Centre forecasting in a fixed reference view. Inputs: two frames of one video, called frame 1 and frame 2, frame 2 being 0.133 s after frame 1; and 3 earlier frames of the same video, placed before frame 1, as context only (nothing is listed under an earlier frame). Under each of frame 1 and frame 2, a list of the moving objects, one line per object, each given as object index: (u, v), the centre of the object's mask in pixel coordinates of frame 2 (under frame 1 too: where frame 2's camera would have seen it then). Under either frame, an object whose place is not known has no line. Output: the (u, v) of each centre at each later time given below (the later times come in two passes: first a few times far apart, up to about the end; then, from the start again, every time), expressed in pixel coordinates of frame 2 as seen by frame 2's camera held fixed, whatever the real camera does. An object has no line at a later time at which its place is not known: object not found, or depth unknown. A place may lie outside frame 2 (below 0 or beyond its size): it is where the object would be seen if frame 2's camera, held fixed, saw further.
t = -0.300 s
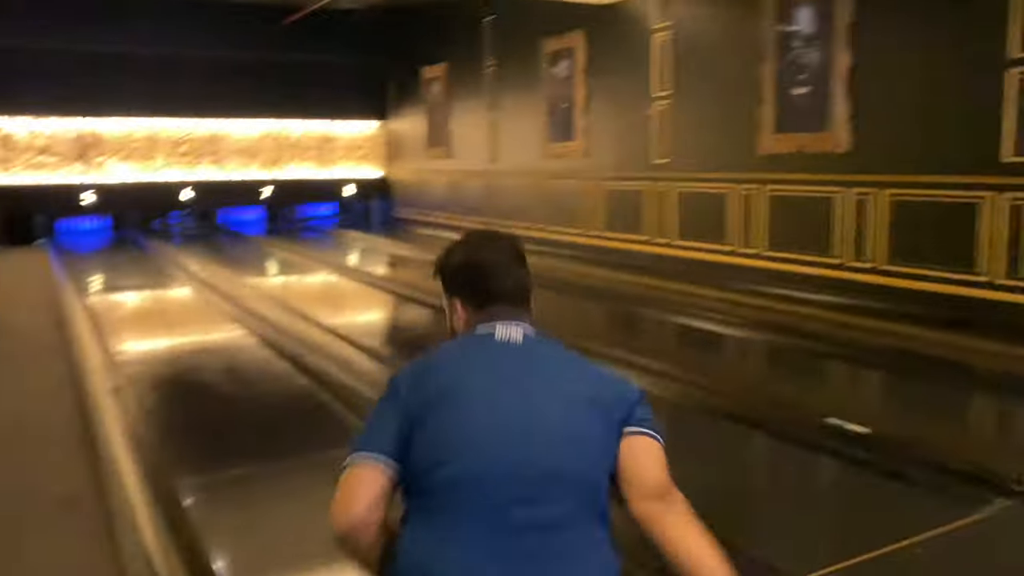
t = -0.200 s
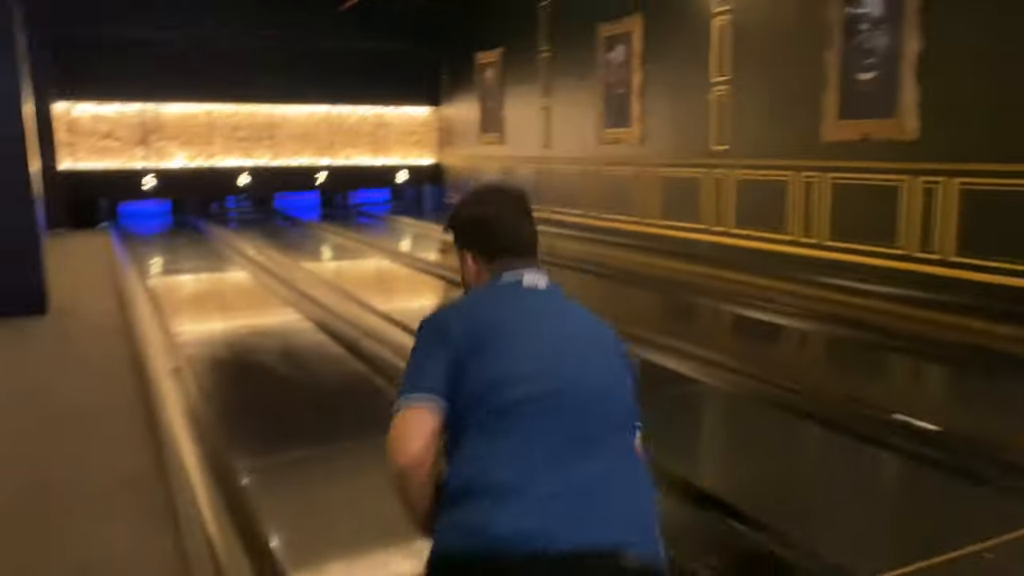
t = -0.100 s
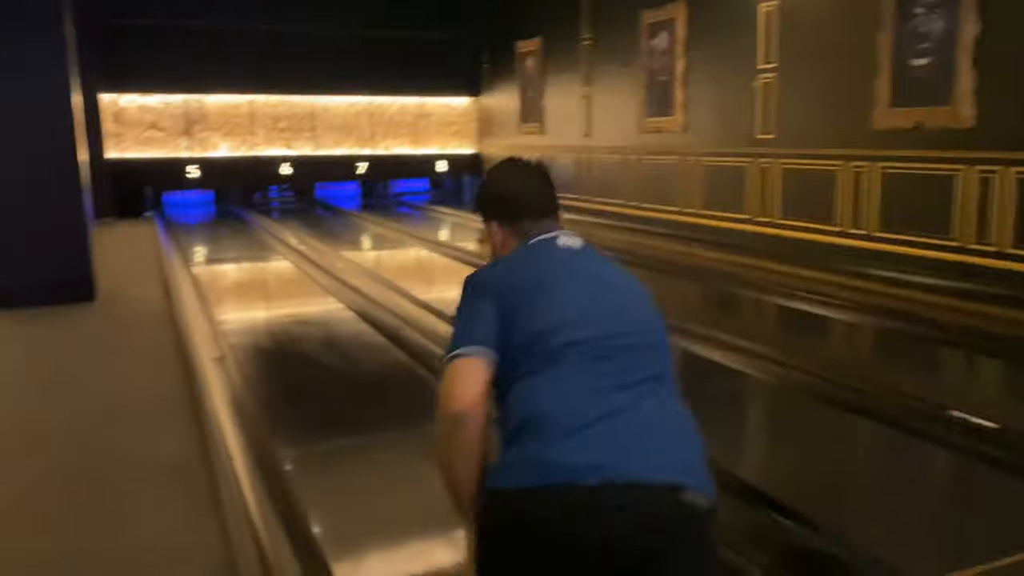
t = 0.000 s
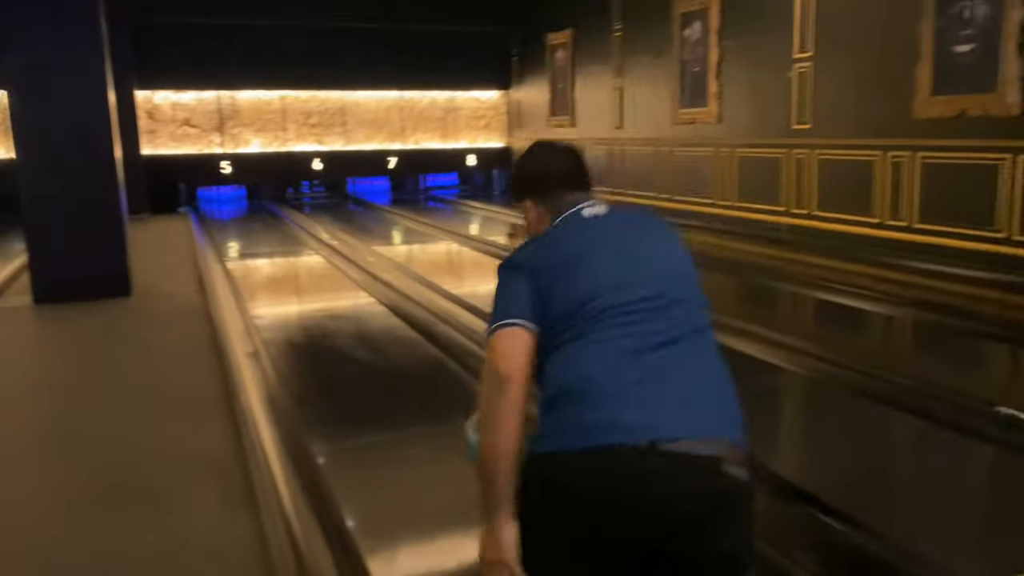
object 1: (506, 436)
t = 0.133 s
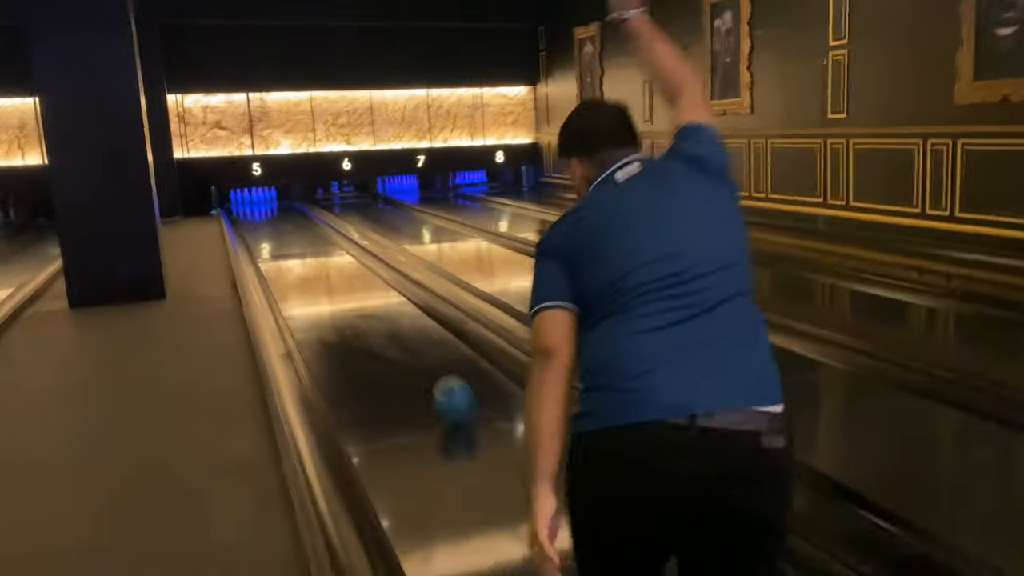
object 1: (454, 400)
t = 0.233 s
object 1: (417, 359)
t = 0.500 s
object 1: (359, 295)
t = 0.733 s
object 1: (331, 263)
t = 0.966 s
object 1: (311, 243)
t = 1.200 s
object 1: (297, 227)
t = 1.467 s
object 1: (285, 215)
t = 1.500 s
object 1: (284, 214)
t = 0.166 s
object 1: (439, 382)
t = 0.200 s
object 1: (428, 371)
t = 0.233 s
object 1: (417, 359)
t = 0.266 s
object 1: (407, 348)
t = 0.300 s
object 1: (400, 341)
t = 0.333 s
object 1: (392, 333)
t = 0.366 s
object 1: (384, 324)
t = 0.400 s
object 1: (377, 316)
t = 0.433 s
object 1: (371, 309)
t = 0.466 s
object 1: (364, 302)
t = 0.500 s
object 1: (359, 295)
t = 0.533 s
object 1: (354, 290)
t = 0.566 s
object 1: (350, 284)
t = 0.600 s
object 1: (345, 280)
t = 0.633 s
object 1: (341, 275)
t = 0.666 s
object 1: (338, 271)
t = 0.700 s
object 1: (334, 267)
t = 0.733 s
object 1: (331, 263)
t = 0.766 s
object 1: (327, 260)
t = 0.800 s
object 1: (324, 256)
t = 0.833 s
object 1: (322, 253)
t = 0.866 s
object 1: (319, 250)
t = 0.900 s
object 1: (316, 248)
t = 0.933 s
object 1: (314, 246)
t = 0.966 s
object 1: (311, 243)
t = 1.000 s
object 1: (309, 240)
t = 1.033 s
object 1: (307, 238)
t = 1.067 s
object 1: (305, 235)
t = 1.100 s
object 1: (303, 233)
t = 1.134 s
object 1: (301, 231)
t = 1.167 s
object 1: (299, 229)
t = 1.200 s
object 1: (297, 227)
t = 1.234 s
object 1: (296, 226)
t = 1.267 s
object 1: (294, 224)
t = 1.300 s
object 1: (292, 223)
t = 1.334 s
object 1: (291, 221)
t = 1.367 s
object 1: (290, 219)
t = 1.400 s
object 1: (289, 218)
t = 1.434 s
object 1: (286, 216)
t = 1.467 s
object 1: (285, 215)
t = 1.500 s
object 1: (284, 214)
